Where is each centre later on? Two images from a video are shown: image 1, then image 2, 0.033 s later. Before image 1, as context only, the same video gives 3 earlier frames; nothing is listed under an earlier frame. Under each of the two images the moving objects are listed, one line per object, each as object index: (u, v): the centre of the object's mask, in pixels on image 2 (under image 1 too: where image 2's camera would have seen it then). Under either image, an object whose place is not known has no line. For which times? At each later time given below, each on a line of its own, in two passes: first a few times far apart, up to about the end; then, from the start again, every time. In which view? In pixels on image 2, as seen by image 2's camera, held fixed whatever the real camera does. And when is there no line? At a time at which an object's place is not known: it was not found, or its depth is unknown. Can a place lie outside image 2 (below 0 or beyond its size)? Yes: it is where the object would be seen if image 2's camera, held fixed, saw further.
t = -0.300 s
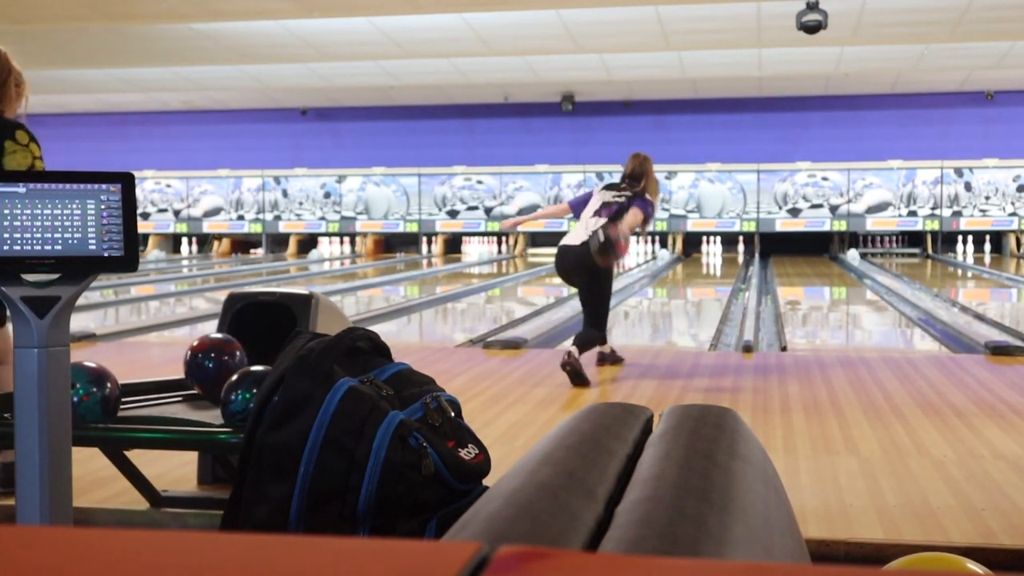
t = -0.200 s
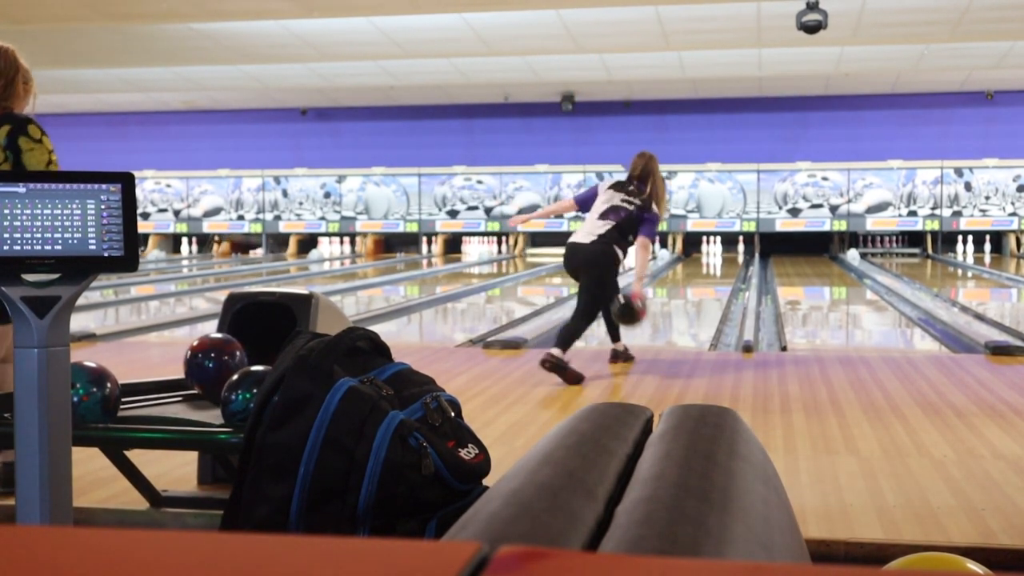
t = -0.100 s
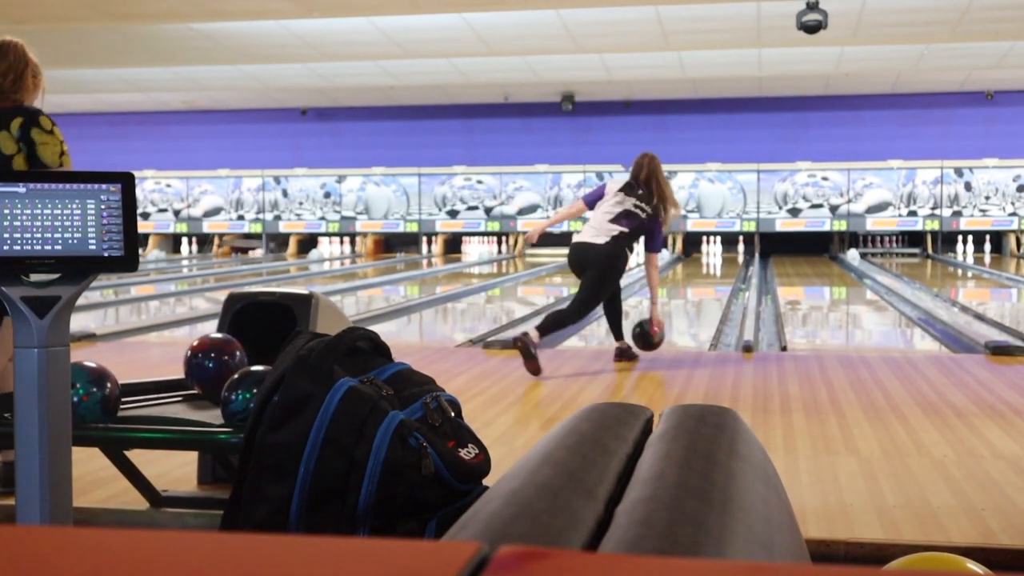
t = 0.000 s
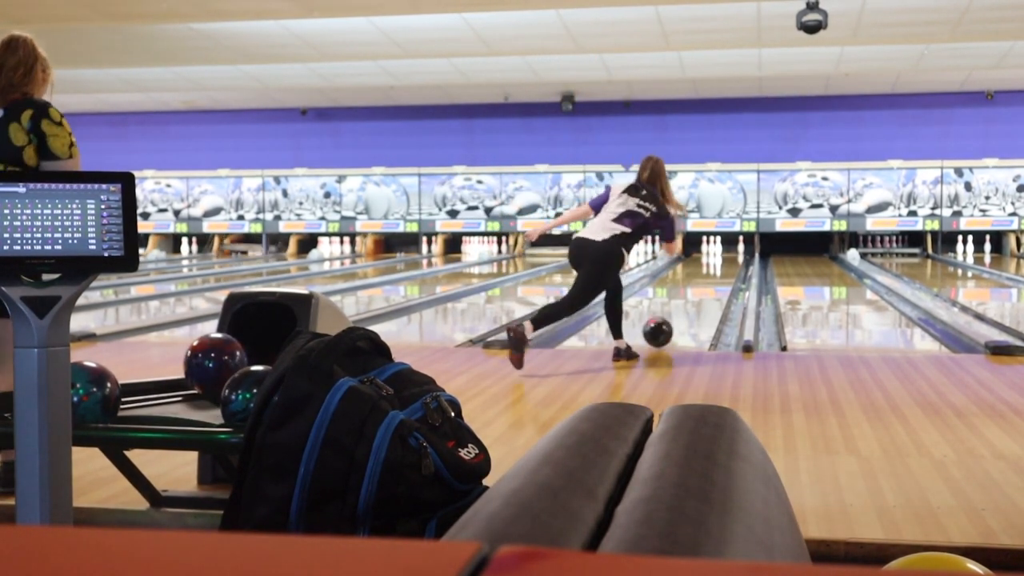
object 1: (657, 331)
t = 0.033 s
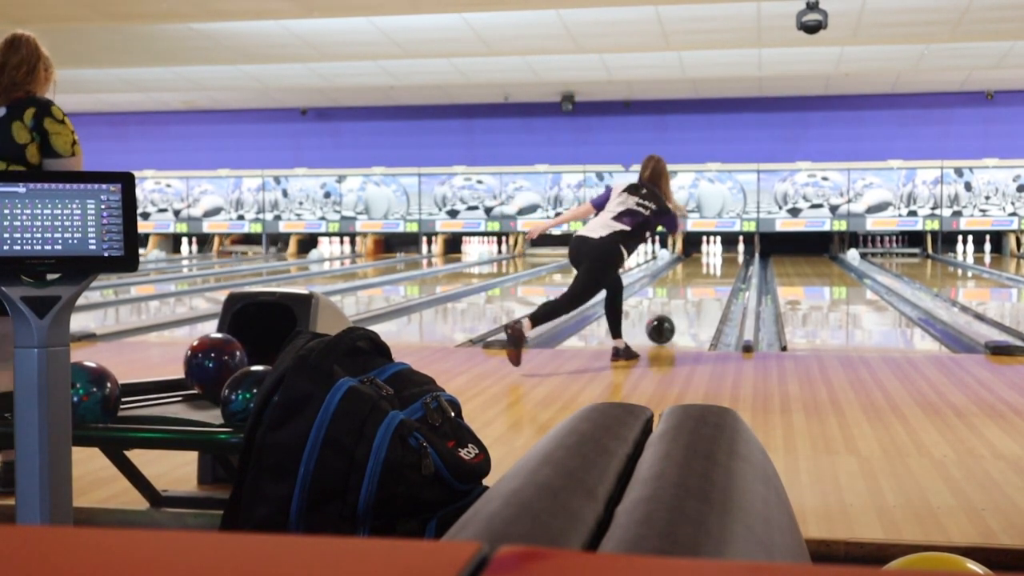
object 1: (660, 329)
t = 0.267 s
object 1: (674, 311)
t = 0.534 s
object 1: (686, 295)
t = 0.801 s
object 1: (694, 283)
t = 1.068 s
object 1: (699, 275)
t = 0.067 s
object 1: (662, 326)
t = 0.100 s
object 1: (664, 323)
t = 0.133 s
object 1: (667, 321)
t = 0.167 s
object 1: (669, 318)
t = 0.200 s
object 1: (671, 315)
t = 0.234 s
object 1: (673, 313)
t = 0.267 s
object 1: (674, 311)
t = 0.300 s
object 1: (676, 308)
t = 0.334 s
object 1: (677, 306)
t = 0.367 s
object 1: (679, 304)
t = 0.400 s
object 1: (681, 303)
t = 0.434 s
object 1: (682, 300)
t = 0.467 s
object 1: (683, 298)
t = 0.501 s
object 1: (684, 297)
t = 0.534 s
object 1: (686, 295)
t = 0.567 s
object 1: (687, 293)
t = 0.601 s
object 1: (688, 292)
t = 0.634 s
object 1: (689, 290)
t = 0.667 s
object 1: (689, 289)
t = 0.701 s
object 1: (691, 288)
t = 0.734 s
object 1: (692, 286)
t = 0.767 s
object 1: (693, 285)
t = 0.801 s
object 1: (694, 283)
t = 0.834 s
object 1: (694, 282)
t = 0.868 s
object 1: (695, 281)
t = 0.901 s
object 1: (696, 280)
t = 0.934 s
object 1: (696, 280)
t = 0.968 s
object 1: (697, 278)
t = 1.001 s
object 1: (697, 277)
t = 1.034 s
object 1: (698, 276)
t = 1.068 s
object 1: (699, 275)
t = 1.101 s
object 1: (700, 274)
